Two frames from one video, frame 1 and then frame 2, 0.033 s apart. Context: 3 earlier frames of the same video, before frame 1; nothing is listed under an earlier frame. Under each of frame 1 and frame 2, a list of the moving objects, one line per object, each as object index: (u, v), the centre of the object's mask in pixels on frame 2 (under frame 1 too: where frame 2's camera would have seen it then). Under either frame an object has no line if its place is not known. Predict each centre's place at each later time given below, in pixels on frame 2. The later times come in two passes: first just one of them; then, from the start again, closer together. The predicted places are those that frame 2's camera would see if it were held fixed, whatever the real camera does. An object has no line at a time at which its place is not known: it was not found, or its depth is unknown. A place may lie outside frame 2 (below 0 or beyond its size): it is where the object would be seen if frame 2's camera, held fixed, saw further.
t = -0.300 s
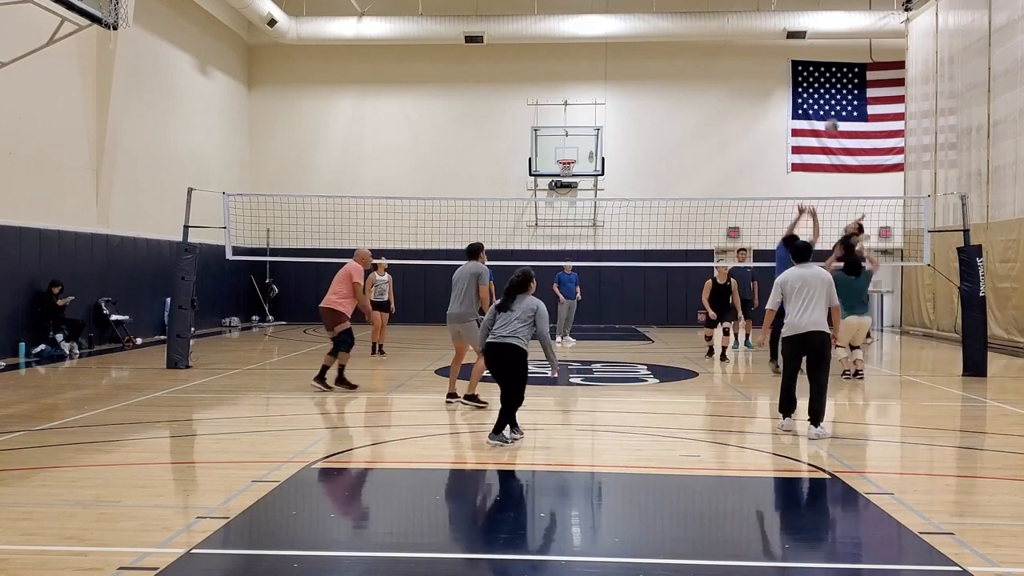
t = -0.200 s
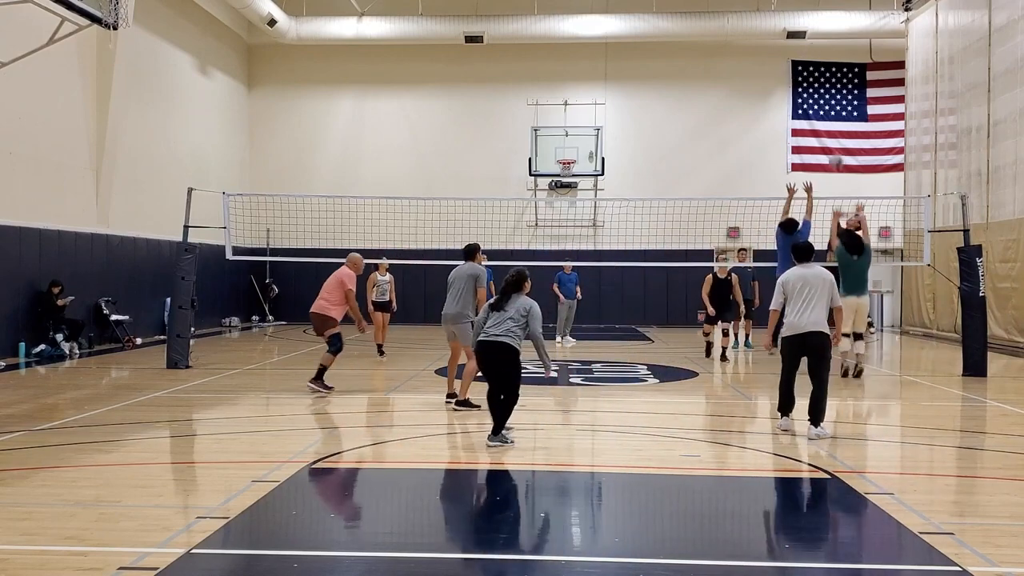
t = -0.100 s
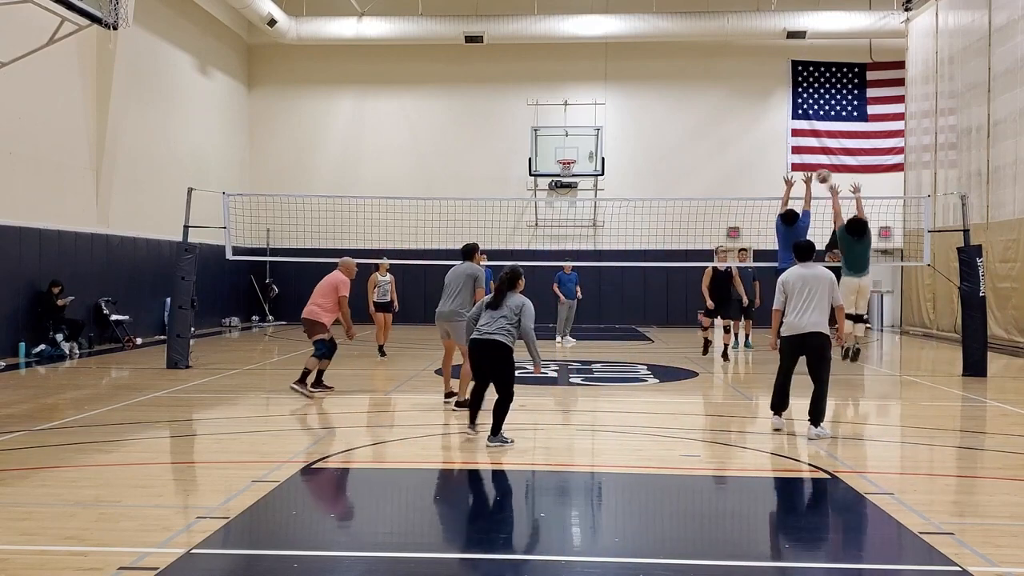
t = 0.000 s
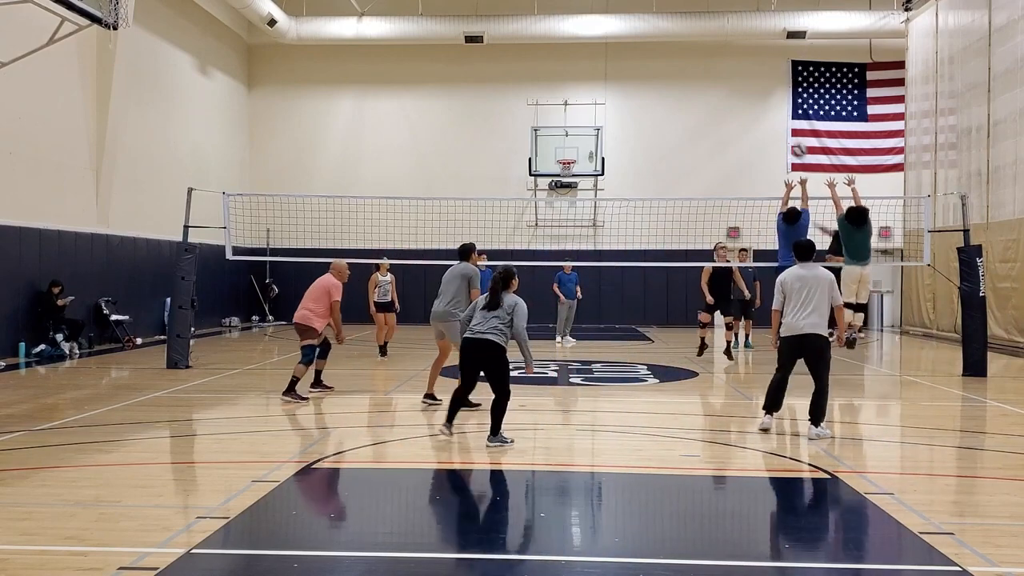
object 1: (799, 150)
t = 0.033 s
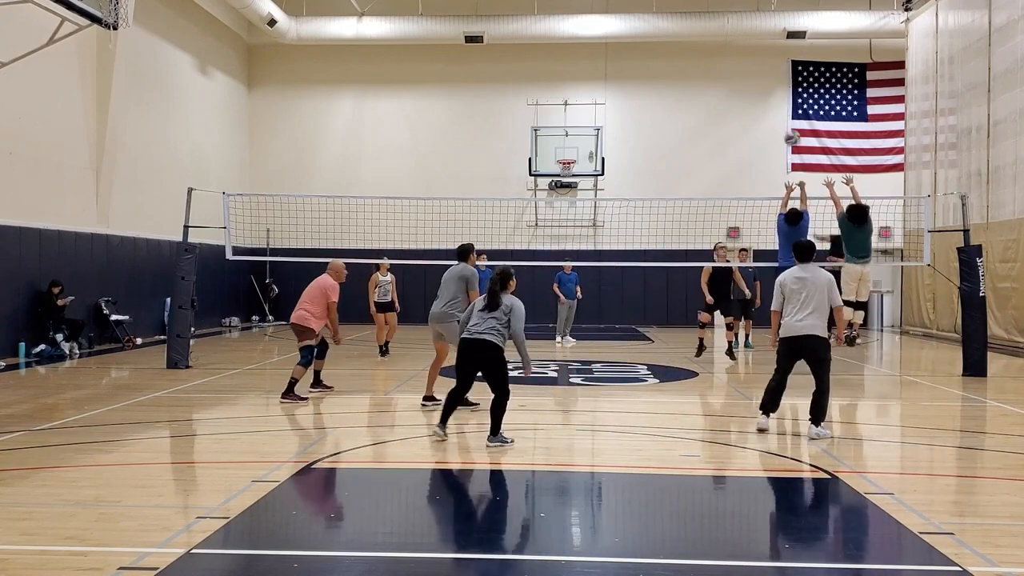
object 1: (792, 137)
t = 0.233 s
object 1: (753, 83)
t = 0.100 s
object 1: (779, 116)
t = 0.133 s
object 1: (772, 107)
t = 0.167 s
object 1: (766, 98)
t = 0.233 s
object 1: (753, 83)
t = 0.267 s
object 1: (746, 76)
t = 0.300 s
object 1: (738, 70)
